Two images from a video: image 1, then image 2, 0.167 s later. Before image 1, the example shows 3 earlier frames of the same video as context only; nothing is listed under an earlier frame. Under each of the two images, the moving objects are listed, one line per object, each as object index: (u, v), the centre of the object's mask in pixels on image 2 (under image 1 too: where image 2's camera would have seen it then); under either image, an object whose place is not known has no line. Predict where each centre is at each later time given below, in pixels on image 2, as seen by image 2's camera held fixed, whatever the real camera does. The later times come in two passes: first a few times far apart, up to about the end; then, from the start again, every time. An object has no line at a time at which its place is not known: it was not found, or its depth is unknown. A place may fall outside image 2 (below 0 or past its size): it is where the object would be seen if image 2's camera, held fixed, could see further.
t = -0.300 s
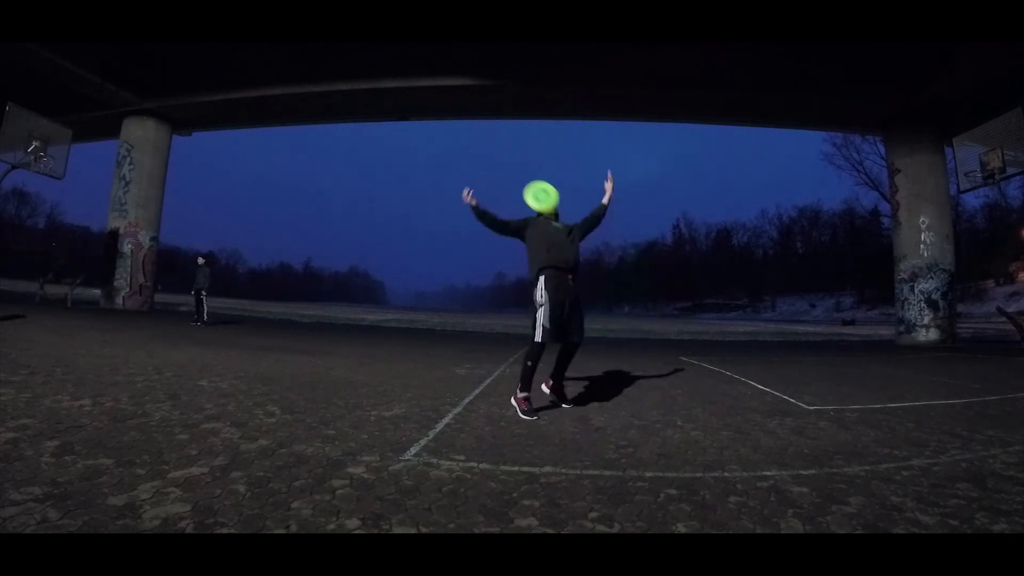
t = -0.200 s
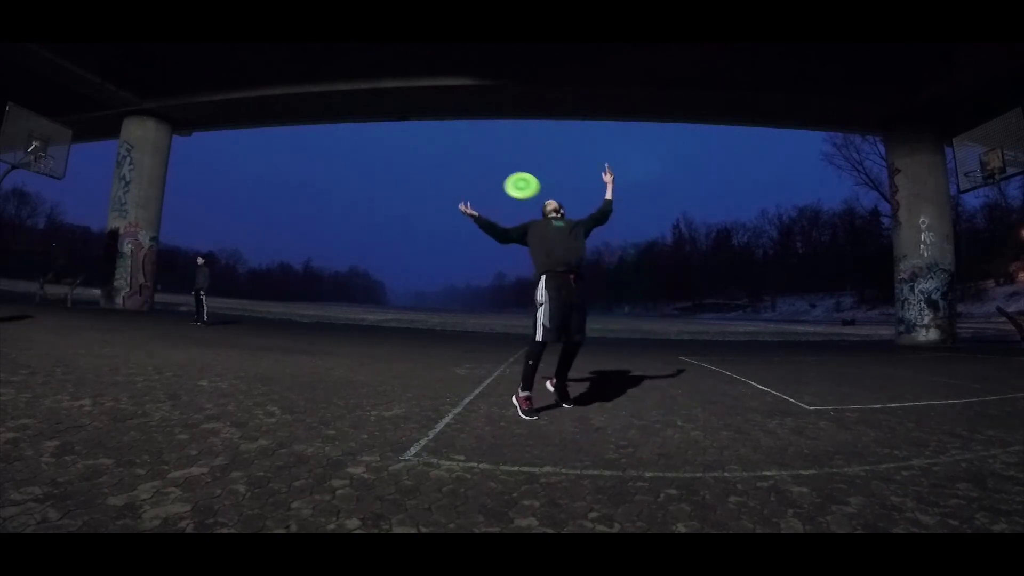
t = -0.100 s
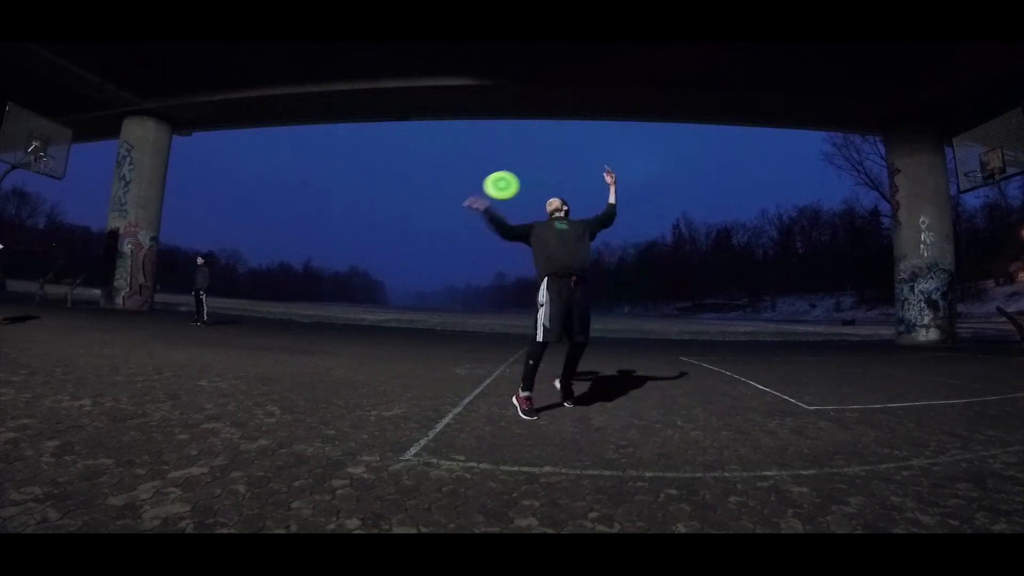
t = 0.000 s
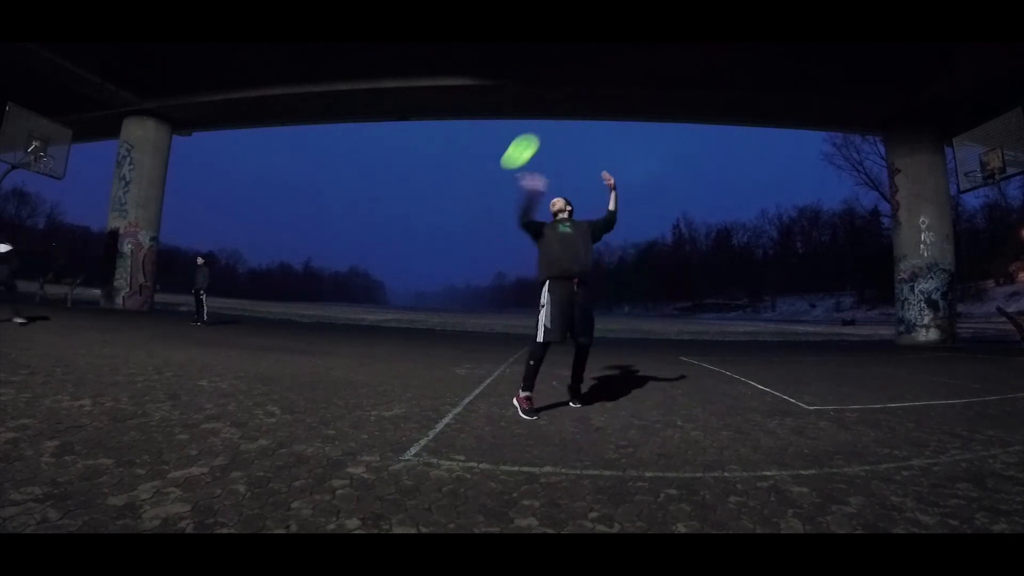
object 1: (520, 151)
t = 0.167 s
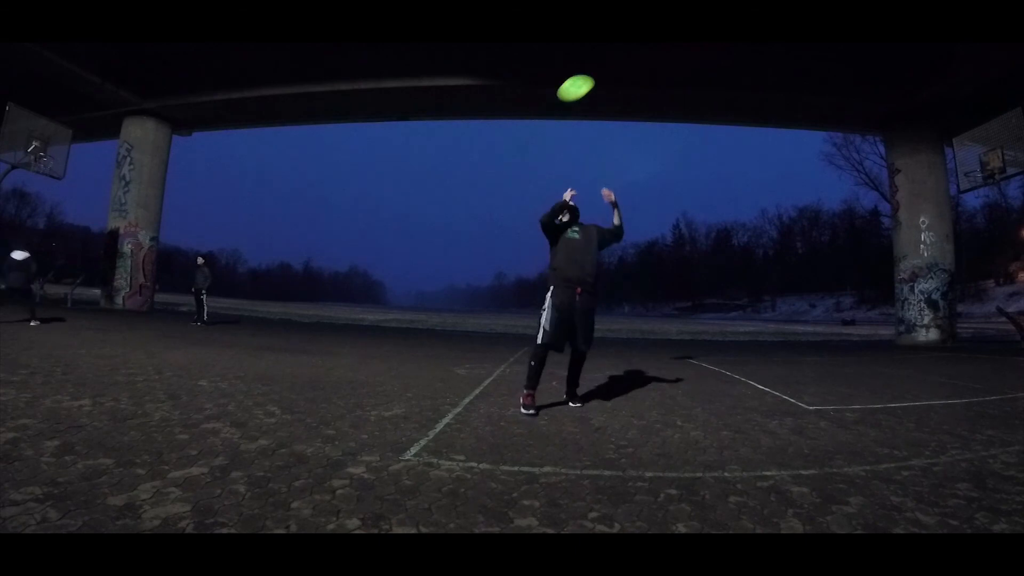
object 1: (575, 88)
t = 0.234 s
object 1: (595, 71)
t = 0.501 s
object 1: (662, 46)
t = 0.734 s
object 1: (719, 58)
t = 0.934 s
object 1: (772, 96)
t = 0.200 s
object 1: (585, 79)
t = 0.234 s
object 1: (595, 71)
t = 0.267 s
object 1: (604, 65)
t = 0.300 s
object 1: (613, 59)
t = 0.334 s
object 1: (621, 55)
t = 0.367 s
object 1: (630, 51)
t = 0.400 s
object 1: (638, 49)
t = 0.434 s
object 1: (646, 48)
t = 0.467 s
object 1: (654, 46)
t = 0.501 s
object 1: (662, 46)
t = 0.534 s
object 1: (671, 47)
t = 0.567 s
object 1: (679, 47)
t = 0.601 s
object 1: (687, 47)
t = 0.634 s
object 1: (695, 49)
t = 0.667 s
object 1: (703, 51)
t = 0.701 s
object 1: (711, 53)
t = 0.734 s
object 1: (719, 58)
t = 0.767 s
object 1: (728, 63)
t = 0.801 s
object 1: (736, 68)
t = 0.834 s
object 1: (745, 74)
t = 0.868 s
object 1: (754, 81)
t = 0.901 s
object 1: (763, 88)
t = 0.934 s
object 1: (772, 96)
